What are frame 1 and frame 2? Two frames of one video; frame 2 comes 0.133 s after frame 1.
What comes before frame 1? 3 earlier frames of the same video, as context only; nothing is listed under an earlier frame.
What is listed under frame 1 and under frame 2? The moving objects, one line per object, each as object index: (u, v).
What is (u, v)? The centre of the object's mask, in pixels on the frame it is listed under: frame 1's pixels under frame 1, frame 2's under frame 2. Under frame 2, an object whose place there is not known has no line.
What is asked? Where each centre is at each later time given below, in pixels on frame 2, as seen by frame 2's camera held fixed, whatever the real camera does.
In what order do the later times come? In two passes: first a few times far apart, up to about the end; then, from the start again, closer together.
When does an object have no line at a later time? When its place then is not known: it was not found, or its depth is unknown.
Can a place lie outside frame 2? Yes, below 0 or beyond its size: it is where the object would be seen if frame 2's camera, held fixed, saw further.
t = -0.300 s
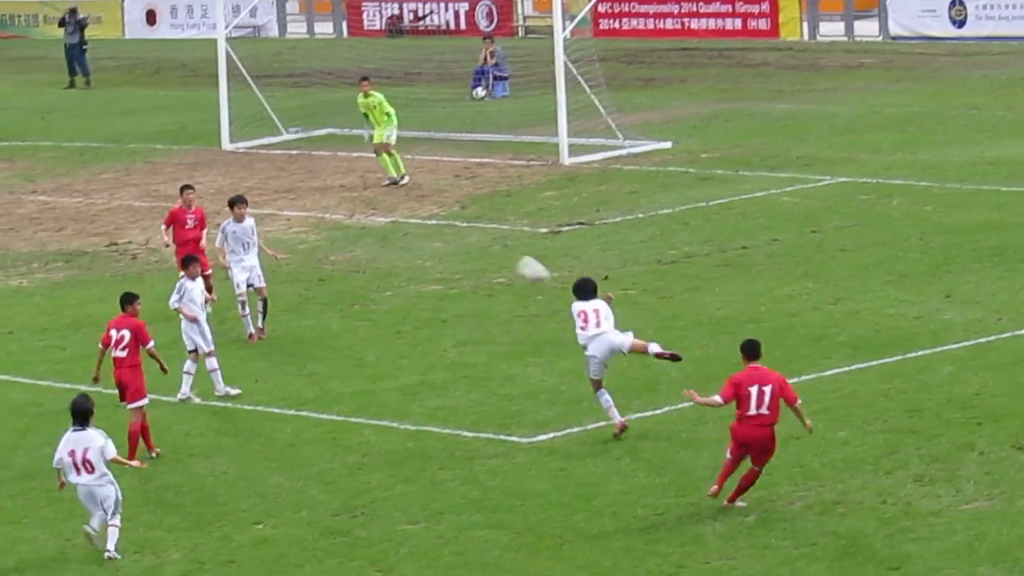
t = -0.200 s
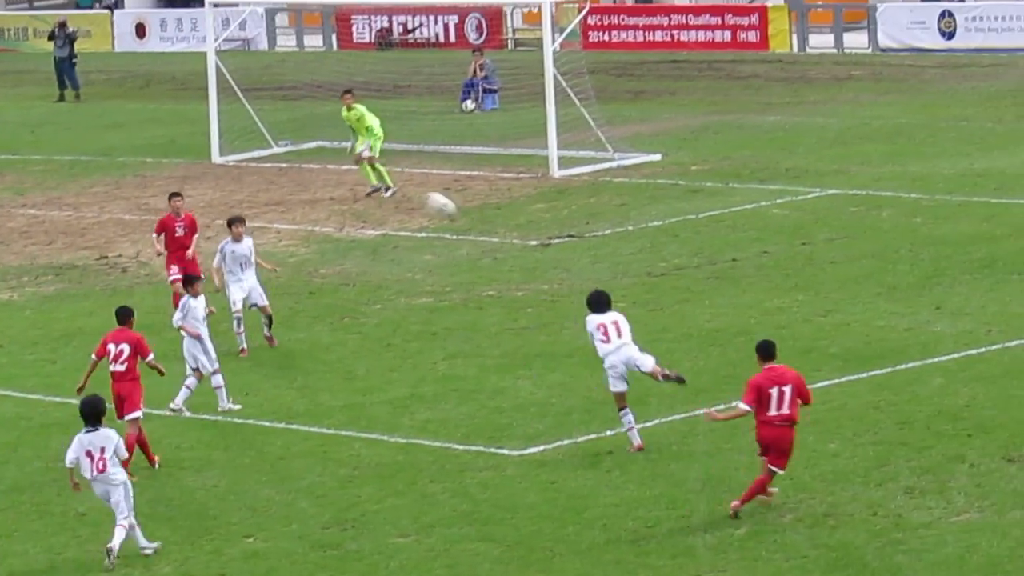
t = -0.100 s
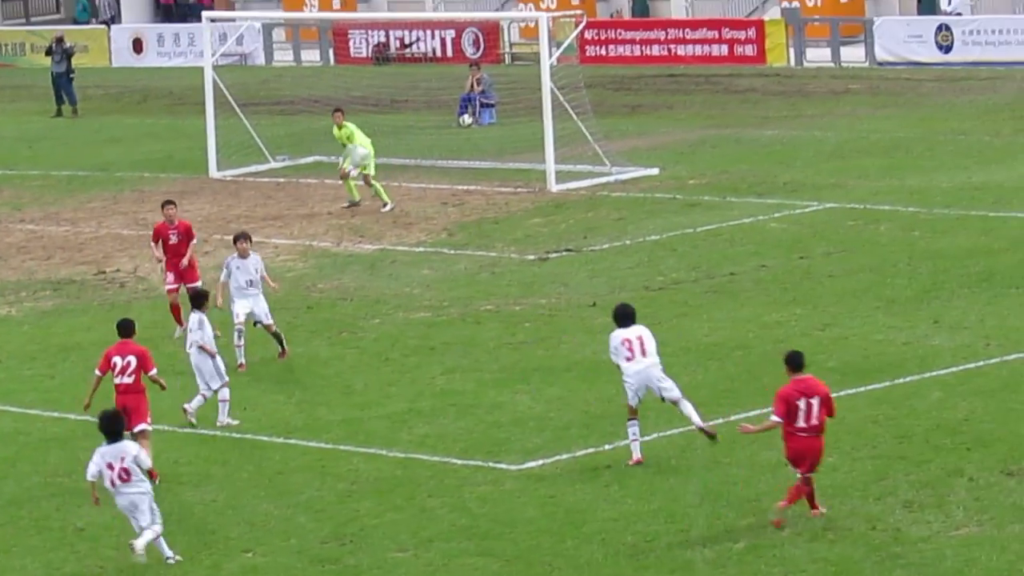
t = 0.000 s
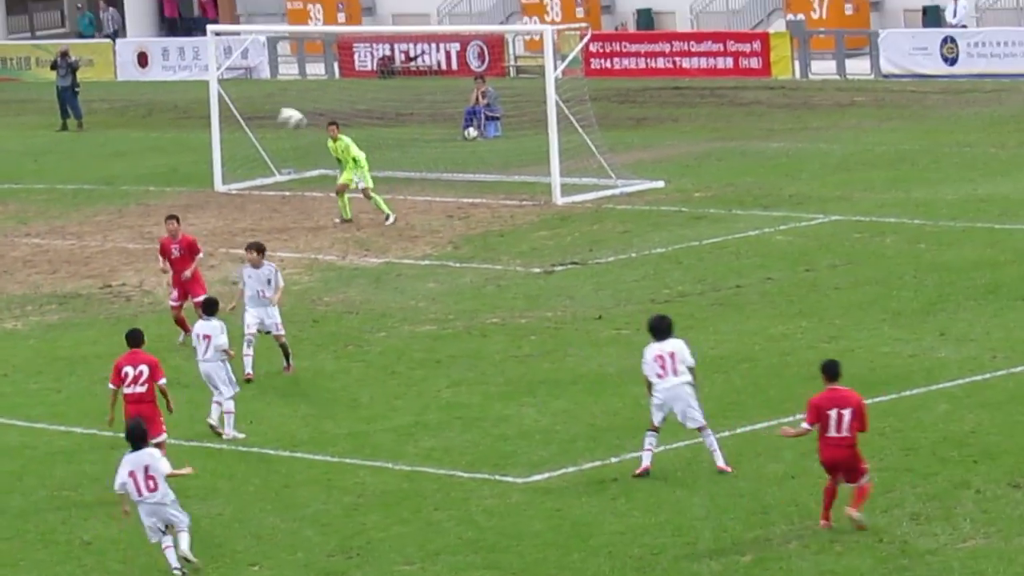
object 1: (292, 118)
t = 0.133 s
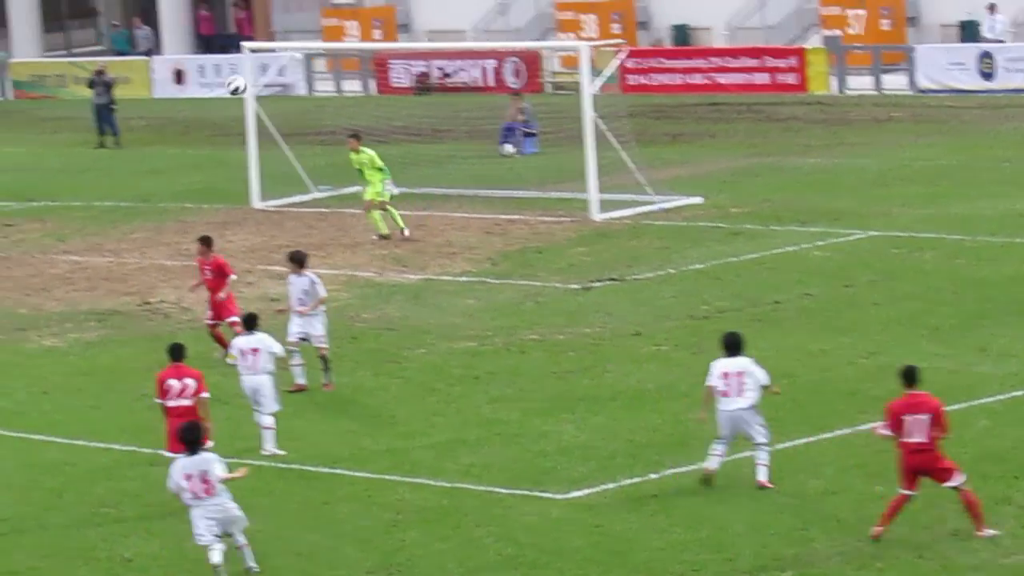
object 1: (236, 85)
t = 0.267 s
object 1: (149, 51)
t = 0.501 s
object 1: (8, 25)
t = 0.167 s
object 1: (214, 75)
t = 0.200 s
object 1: (192, 67)
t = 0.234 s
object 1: (170, 58)
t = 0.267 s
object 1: (149, 51)
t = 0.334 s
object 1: (108, 39)
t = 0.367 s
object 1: (87, 35)
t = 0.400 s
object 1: (67, 30)
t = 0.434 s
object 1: (48, 28)
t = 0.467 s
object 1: (28, 27)
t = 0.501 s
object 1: (8, 25)
